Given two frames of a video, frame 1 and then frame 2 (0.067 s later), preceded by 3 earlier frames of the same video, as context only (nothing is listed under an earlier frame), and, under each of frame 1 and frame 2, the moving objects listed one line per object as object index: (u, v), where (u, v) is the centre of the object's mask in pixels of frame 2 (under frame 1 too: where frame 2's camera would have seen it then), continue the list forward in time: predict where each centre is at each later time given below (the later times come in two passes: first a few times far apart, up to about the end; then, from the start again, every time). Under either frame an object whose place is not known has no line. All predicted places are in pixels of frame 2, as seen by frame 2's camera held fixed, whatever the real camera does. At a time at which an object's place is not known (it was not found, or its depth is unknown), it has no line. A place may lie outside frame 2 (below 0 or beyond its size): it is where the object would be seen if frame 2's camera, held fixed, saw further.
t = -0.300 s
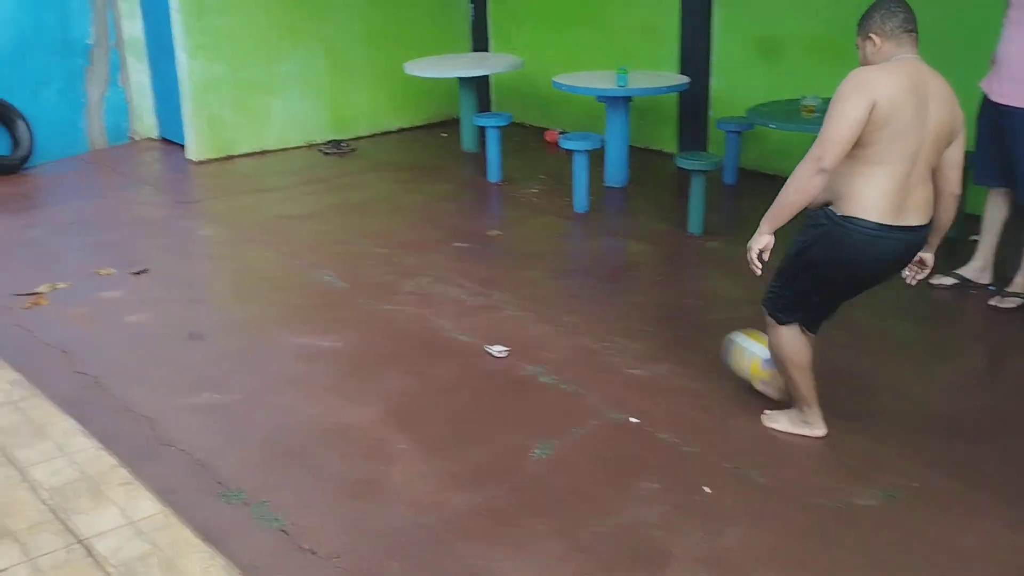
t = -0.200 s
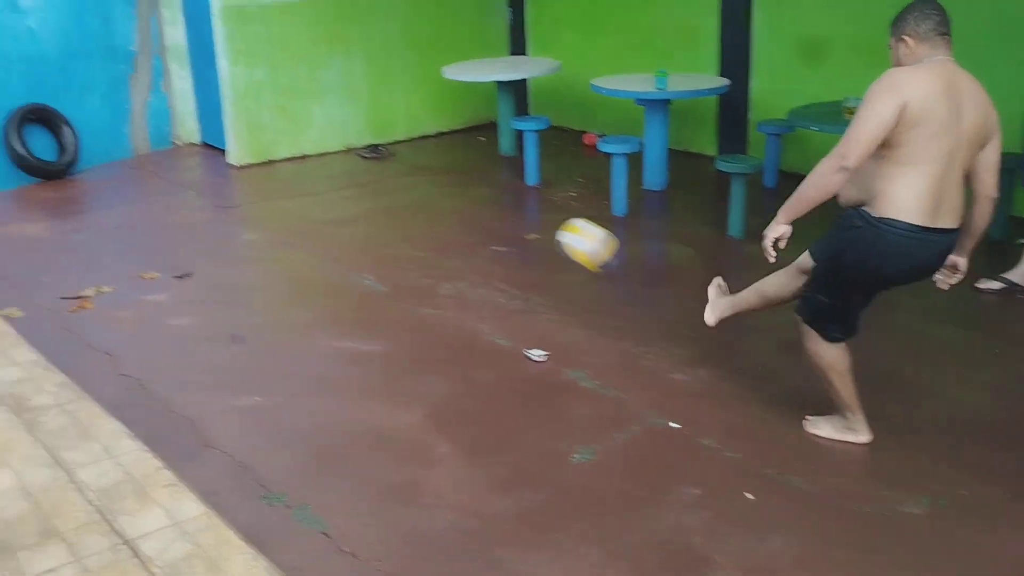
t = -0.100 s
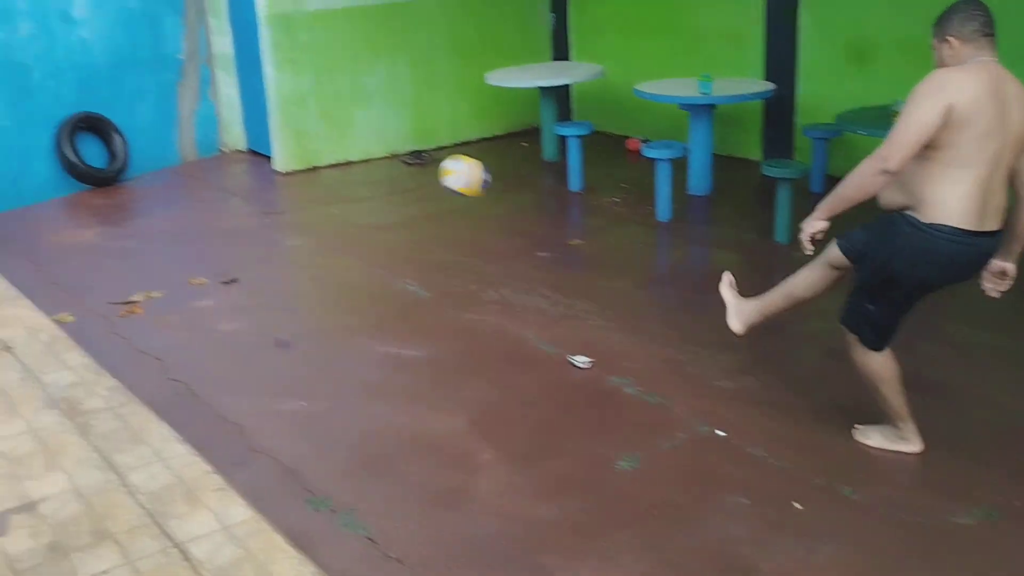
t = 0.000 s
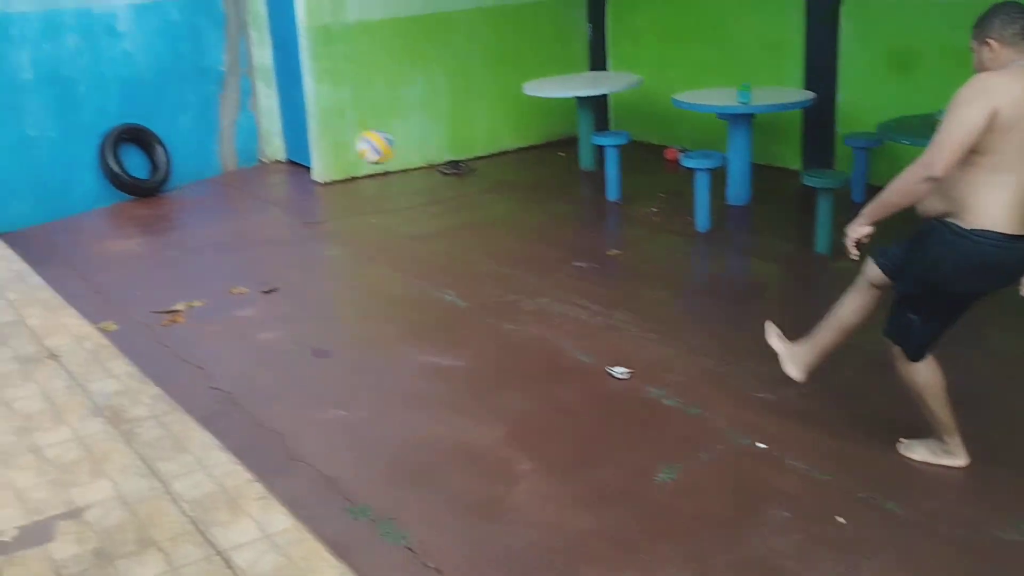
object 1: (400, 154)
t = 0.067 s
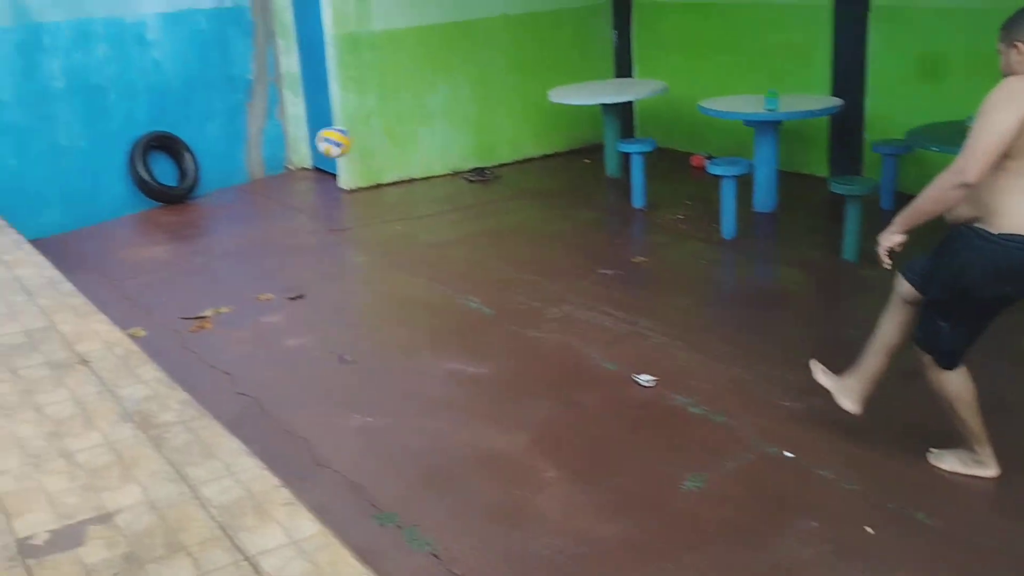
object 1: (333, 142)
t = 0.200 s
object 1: (232, 141)
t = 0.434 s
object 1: (180, 163)
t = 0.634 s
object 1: (241, 199)
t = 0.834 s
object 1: (286, 190)
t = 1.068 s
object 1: (336, 194)
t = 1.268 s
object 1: (378, 201)
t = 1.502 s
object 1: (426, 207)
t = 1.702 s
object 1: (469, 209)
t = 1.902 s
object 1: (508, 210)
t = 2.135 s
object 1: (555, 210)
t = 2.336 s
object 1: (591, 209)
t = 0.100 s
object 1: (307, 139)
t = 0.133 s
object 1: (278, 139)
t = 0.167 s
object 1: (255, 139)
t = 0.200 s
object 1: (232, 141)
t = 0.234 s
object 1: (212, 144)
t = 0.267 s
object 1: (192, 150)
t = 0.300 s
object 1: (179, 154)
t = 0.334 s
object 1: (175, 156)
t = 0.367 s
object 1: (173, 158)
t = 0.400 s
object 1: (173, 161)
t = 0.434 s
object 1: (180, 163)
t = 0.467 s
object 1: (190, 166)
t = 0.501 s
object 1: (200, 170)
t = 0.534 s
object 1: (210, 177)
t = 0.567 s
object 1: (221, 184)
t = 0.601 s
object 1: (232, 194)
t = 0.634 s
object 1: (241, 199)
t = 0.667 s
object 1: (247, 194)
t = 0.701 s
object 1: (254, 190)
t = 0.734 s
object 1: (262, 188)
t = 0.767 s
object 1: (269, 187)
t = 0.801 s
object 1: (277, 187)
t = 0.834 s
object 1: (286, 190)
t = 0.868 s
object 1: (294, 194)
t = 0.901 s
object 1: (302, 201)
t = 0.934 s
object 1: (310, 202)
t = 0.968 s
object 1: (316, 198)
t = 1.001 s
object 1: (322, 195)
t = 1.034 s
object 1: (329, 194)
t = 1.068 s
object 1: (336, 194)
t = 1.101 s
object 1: (342, 196)
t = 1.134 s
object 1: (350, 199)
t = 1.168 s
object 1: (358, 204)
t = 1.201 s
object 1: (365, 203)
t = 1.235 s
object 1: (372, 201)
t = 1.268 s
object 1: (378, 201)
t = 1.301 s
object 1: (385, 203)
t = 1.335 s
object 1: (391, 205)
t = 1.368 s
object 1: (398, 206)
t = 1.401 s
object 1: (405, 204)
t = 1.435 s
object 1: (412, 205)
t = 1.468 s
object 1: (419, 207)
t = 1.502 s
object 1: (426, 207)
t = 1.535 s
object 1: (433, 207)
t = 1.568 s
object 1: (440, 208)
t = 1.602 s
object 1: (448, 208)
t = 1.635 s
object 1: (455, 207)
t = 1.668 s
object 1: (462, 208)
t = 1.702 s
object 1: (469, 209)
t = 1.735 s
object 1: (475, 208)
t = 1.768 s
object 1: (481, 208)
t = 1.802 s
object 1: (488, 209)
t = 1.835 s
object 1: (494, 209)
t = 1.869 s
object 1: (500, 209)
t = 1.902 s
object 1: (508, 210)
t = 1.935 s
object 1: (515, 209)
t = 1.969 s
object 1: (522, 209)
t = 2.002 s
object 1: (529, 210)
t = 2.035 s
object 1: (536, 209)
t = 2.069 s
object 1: (542, 209)
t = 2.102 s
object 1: (548, 209)
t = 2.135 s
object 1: (555, 210)
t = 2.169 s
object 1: (560, 209)
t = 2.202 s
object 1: (567, 210)
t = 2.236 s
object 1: (573, 210)
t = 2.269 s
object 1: (579, 210)
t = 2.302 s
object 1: (585, 209)
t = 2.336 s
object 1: (591, 209)
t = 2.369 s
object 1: (598, 209)
